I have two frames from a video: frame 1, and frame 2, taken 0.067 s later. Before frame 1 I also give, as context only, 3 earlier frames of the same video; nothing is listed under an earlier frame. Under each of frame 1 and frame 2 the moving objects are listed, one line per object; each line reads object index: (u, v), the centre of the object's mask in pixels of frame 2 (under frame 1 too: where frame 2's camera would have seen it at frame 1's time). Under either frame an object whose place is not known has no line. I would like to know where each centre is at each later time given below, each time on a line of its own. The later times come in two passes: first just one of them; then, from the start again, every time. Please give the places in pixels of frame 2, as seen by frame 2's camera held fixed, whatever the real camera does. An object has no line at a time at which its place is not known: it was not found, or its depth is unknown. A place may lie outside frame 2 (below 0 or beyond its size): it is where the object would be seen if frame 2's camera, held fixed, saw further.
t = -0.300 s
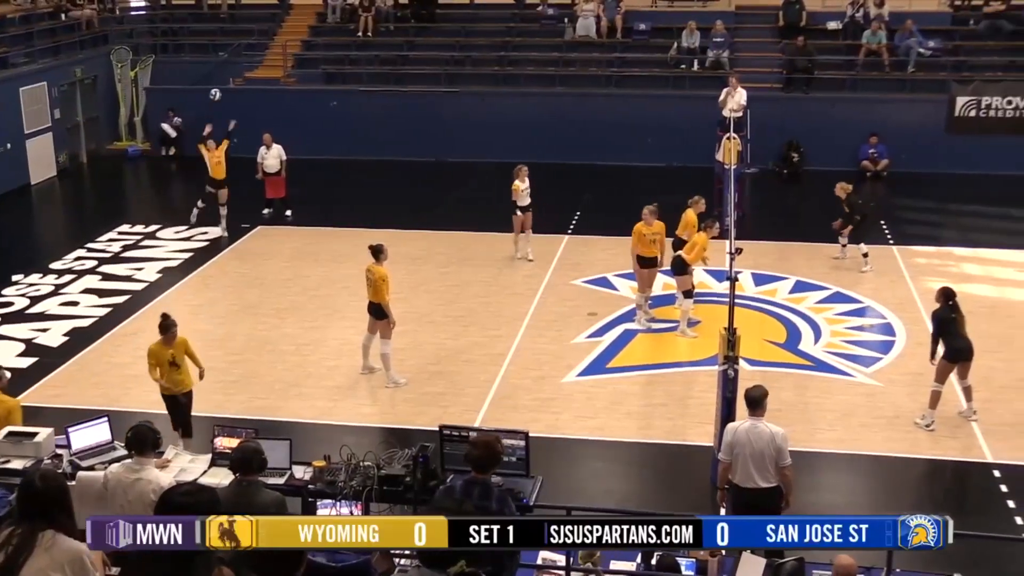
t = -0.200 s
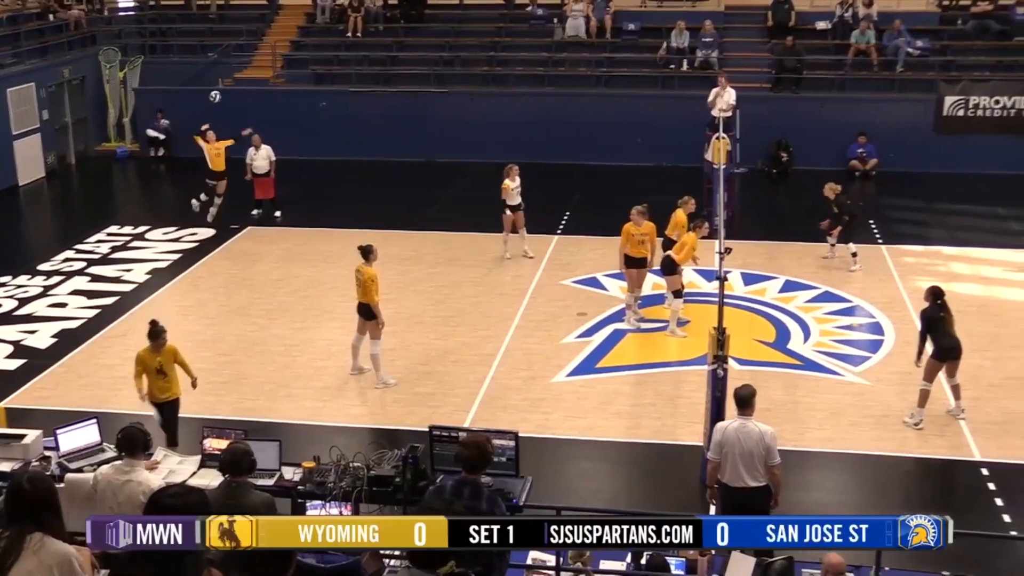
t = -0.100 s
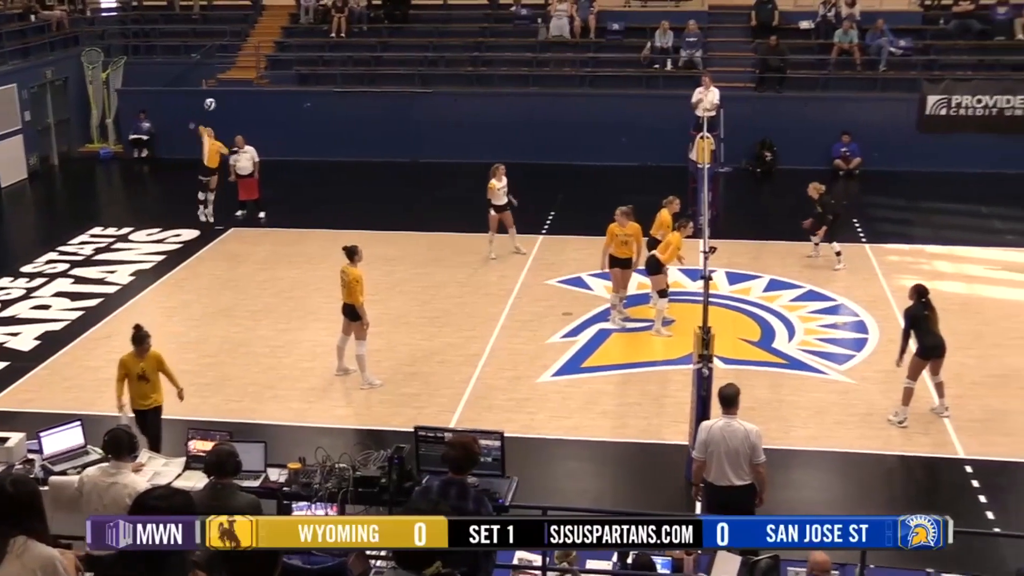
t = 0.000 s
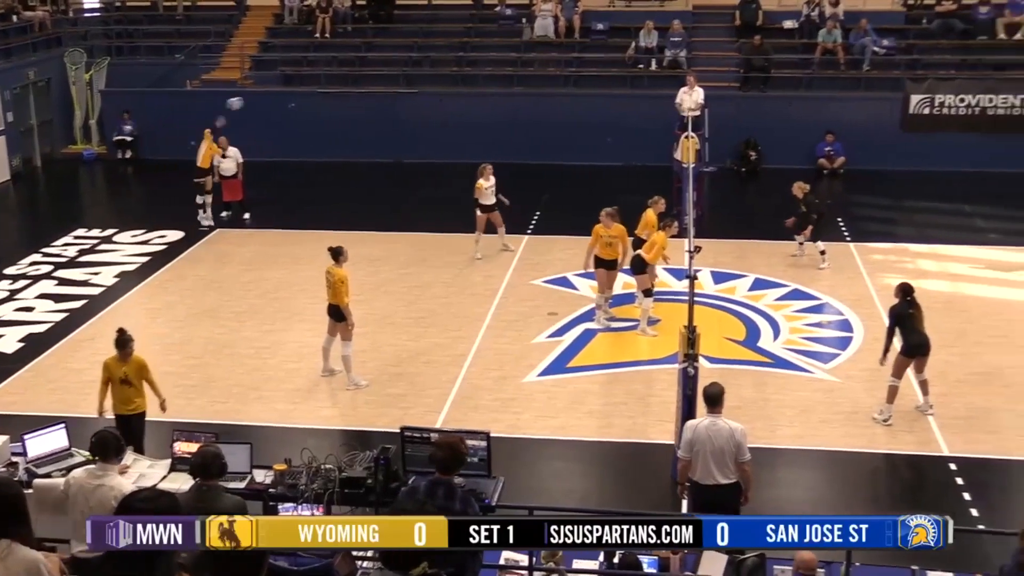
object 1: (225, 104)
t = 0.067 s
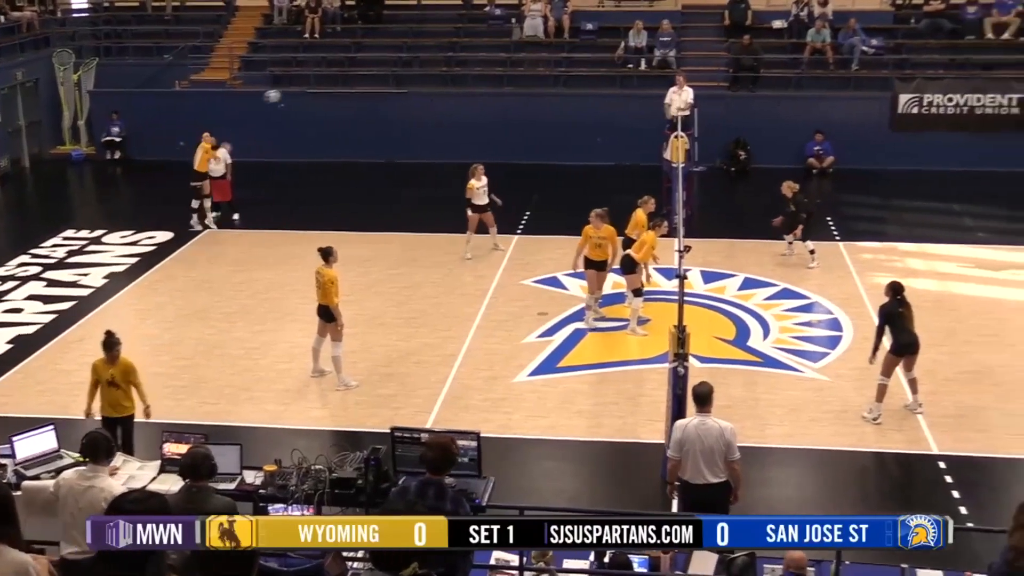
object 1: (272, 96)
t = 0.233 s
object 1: (400, 84)
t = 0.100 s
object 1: (296, 93)
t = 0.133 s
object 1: (321, 90)
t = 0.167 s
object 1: (347, 88)
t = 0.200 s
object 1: (374, 86)
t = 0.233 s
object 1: (400, 84)
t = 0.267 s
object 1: (427, 84)
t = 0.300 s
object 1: (455, 85)
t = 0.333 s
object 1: (483, 85)
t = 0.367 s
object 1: (512, 86)
